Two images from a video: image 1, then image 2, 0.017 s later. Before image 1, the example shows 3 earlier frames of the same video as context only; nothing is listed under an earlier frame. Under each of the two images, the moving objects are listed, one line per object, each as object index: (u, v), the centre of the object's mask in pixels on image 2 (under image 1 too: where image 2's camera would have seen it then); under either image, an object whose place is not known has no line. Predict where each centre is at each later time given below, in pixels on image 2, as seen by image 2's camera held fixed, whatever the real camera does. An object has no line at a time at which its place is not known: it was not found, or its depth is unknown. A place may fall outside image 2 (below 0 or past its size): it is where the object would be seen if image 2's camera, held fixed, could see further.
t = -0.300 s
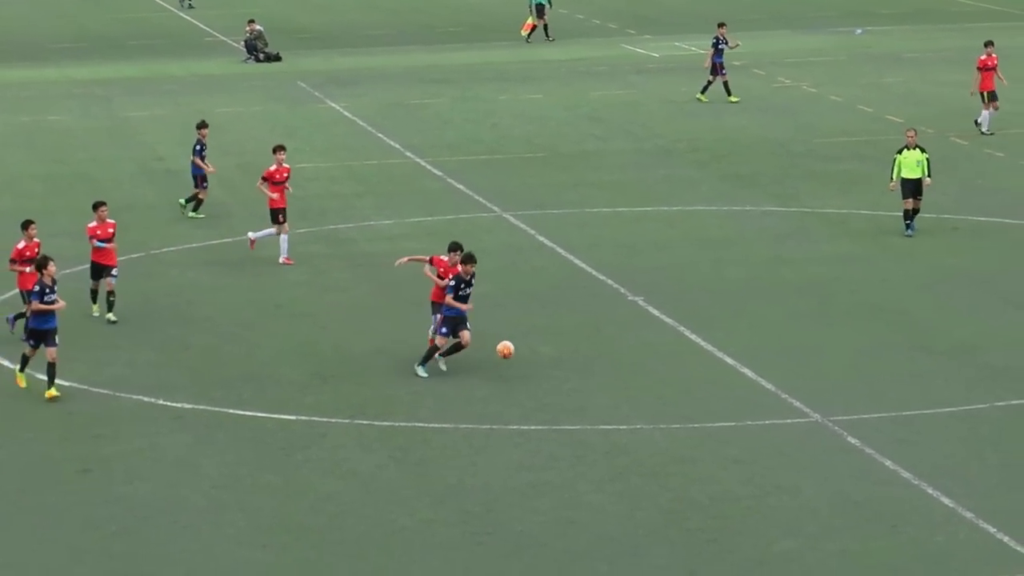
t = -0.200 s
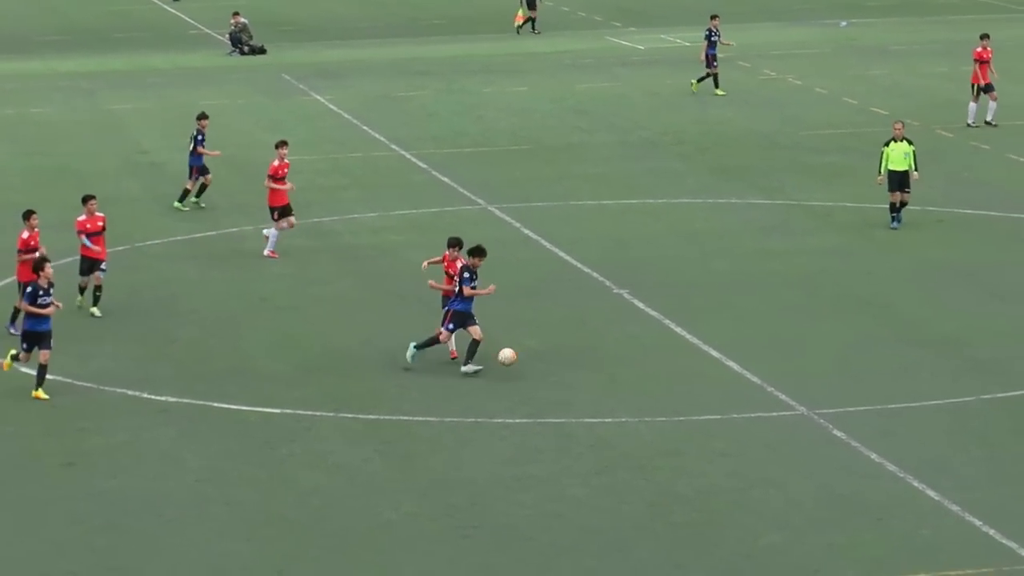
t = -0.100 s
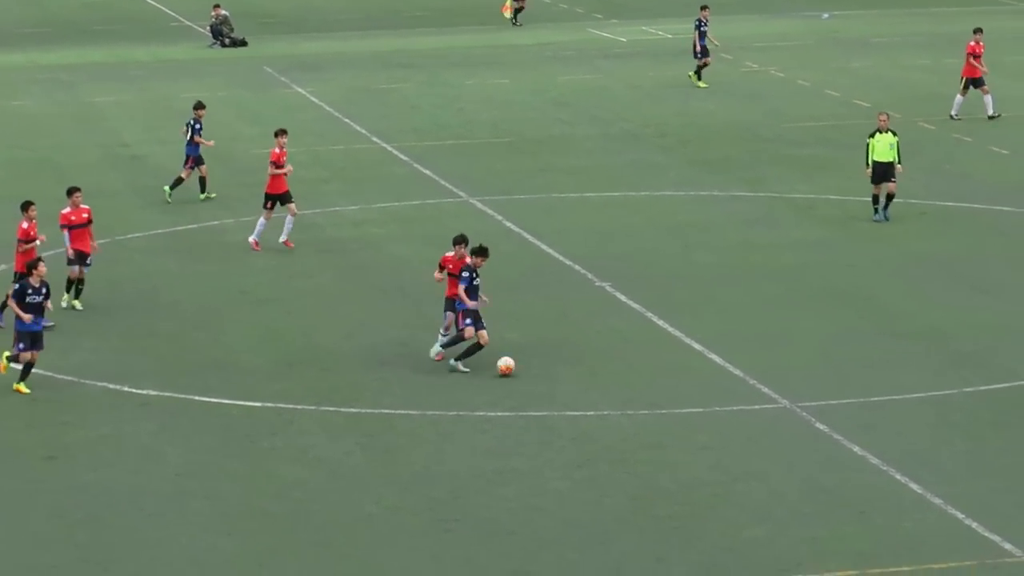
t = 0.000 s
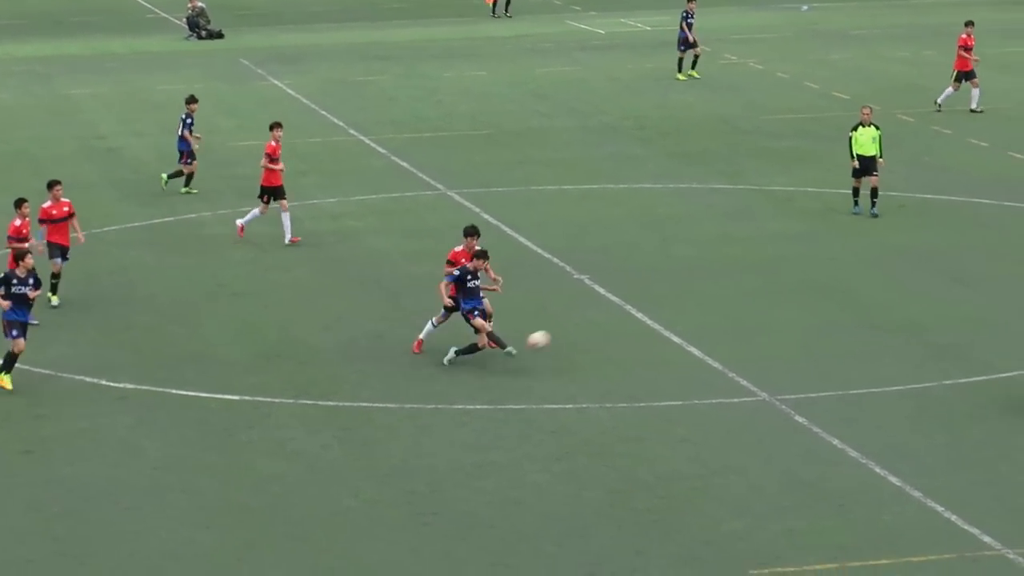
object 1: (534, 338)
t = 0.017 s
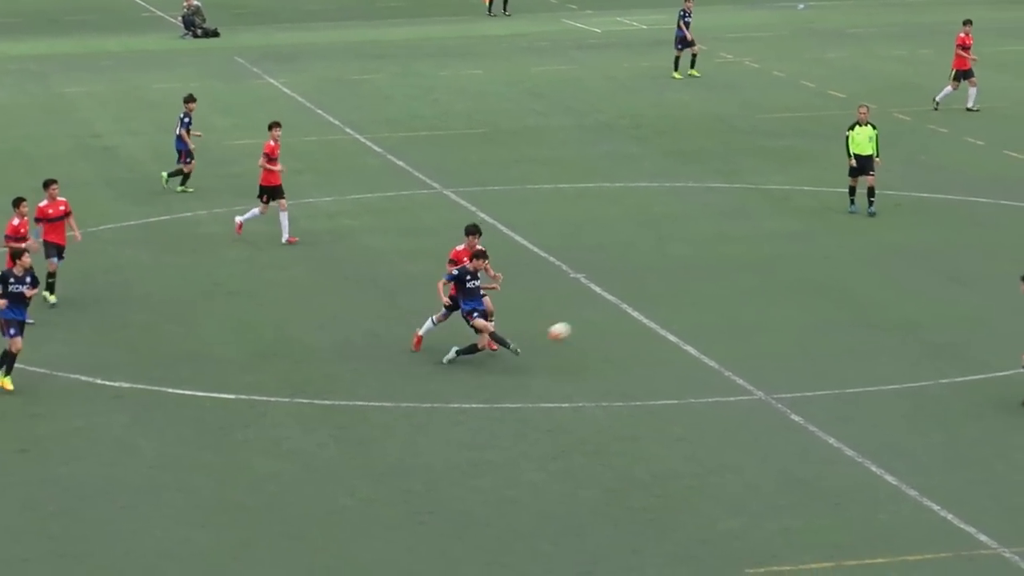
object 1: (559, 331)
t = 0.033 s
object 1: (583, 324)
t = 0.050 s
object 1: (608, 317)
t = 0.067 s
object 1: (633, 311)
